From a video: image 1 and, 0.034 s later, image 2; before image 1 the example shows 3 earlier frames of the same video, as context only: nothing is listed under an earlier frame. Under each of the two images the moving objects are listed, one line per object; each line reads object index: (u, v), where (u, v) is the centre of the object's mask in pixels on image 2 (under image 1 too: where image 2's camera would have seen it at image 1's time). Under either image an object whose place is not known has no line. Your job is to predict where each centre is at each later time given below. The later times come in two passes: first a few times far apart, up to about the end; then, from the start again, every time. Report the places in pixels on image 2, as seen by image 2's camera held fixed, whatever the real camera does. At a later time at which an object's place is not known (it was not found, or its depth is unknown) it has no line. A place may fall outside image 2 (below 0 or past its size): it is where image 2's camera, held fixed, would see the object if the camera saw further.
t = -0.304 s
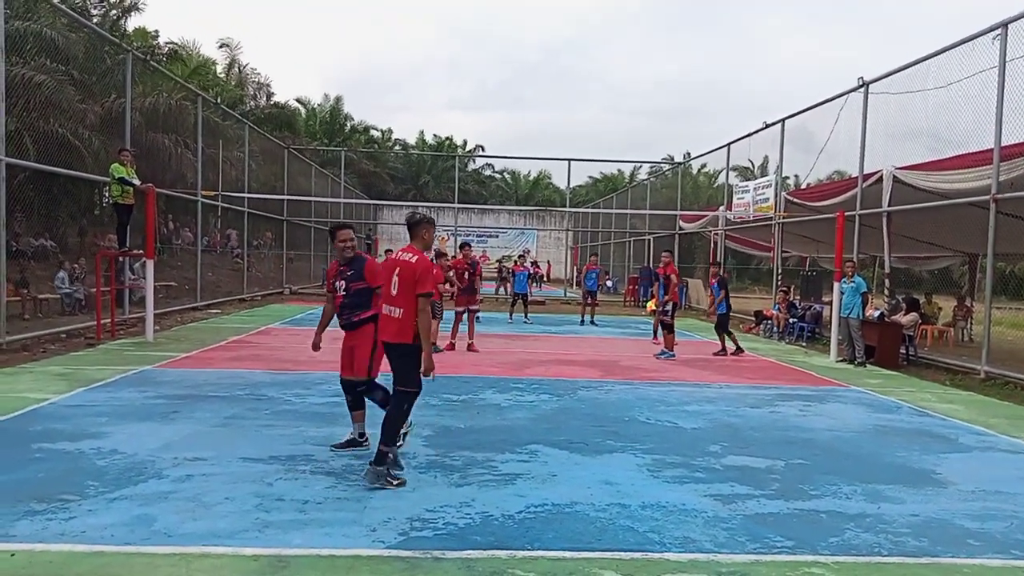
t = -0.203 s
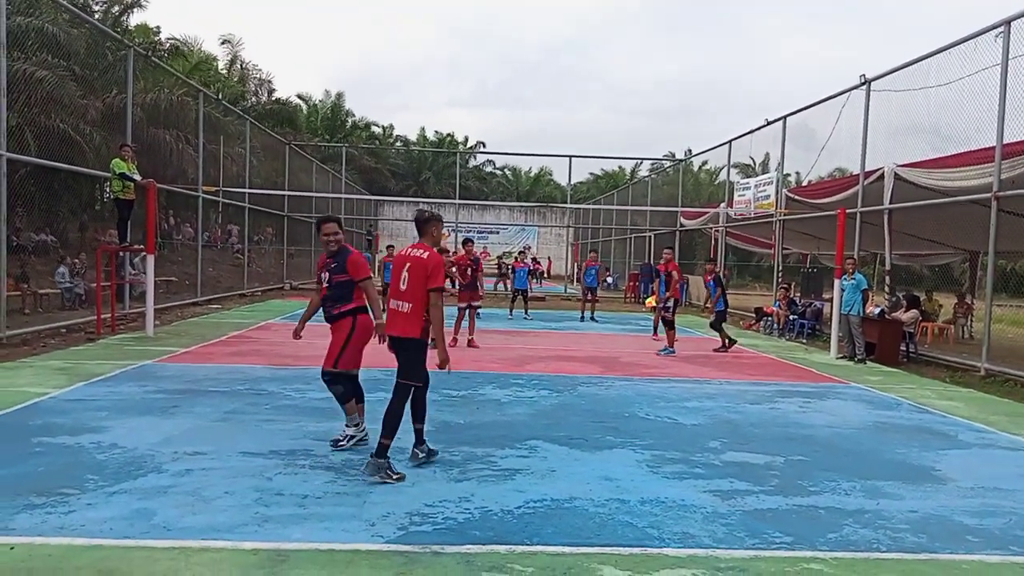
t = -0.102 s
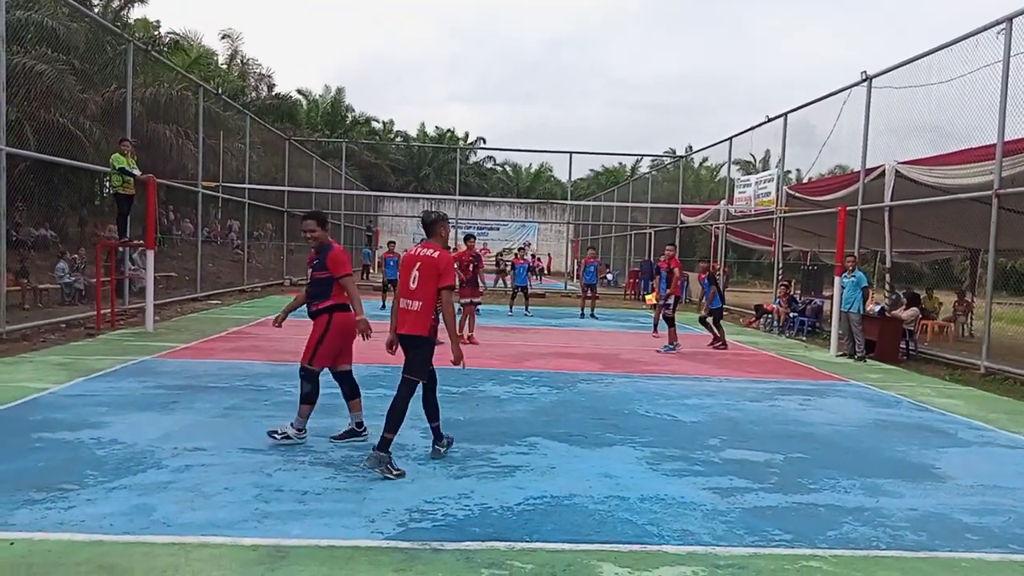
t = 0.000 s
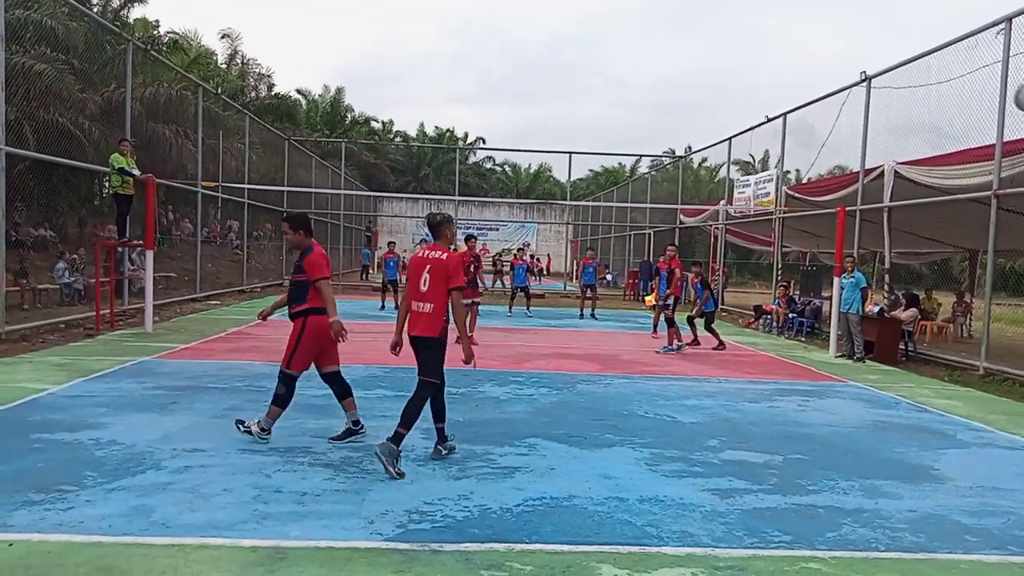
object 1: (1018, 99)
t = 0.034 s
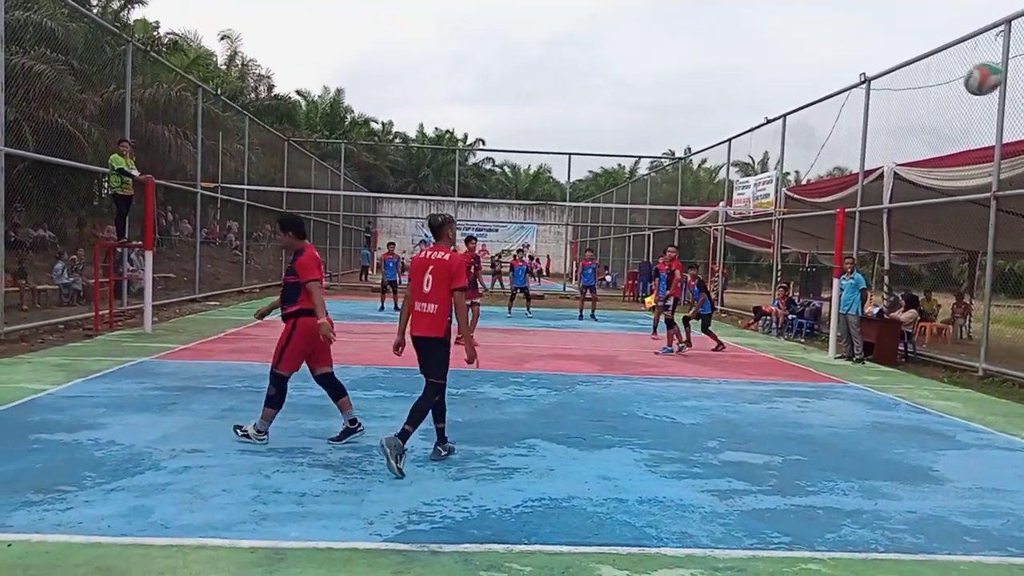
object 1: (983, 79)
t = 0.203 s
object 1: (805, 34)
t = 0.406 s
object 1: (683, 40)
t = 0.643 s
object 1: (599, 81)
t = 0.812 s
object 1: (557, 122)
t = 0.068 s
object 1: (938, 64)
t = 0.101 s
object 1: (899, 53)
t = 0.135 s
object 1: (865, 44)
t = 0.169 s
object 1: (833, 37)
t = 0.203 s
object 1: (805, 34)
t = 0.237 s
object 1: (780, 32)
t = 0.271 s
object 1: (757, 31)
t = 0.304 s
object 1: (736, 32)
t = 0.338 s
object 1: (717, 34)
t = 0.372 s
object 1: (699, 36)
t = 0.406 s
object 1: (683, 40)
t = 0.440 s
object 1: (669, 44)
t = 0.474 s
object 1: (655, 49)
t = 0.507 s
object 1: (642, 54)
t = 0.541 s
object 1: (630, 60)
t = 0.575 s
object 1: (619, 66)
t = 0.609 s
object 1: (609, 73)
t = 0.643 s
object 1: (599, 81)
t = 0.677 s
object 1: (590, 88)
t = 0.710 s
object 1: (581, 96)
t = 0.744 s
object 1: (572, 104)
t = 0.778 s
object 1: (564, 113)
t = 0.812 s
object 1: (557, 122)
